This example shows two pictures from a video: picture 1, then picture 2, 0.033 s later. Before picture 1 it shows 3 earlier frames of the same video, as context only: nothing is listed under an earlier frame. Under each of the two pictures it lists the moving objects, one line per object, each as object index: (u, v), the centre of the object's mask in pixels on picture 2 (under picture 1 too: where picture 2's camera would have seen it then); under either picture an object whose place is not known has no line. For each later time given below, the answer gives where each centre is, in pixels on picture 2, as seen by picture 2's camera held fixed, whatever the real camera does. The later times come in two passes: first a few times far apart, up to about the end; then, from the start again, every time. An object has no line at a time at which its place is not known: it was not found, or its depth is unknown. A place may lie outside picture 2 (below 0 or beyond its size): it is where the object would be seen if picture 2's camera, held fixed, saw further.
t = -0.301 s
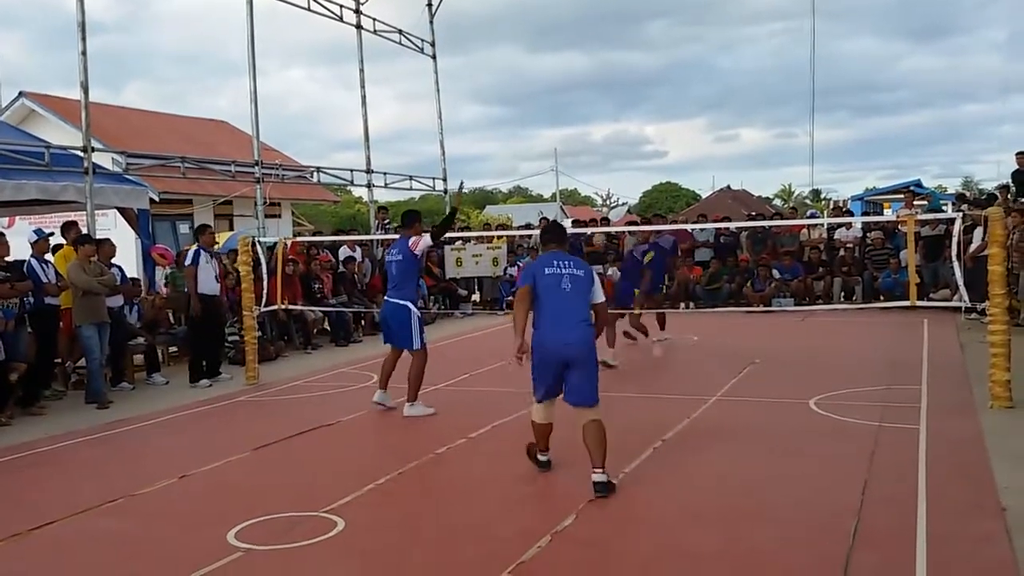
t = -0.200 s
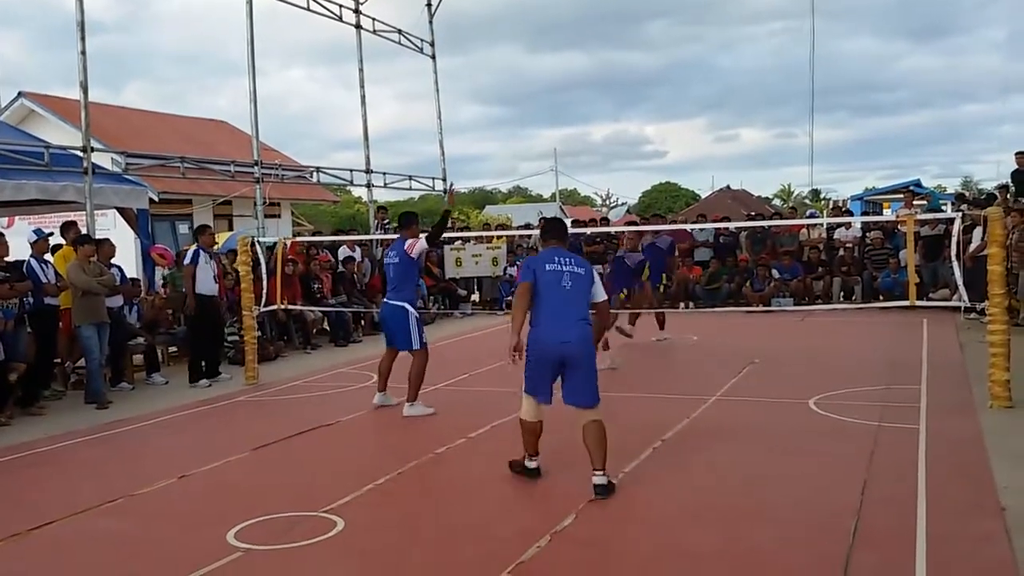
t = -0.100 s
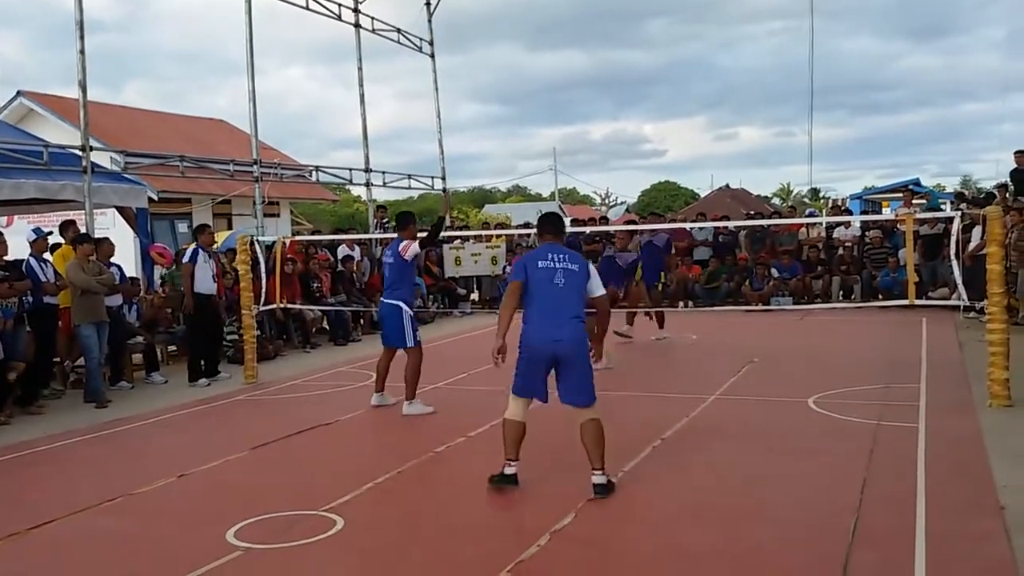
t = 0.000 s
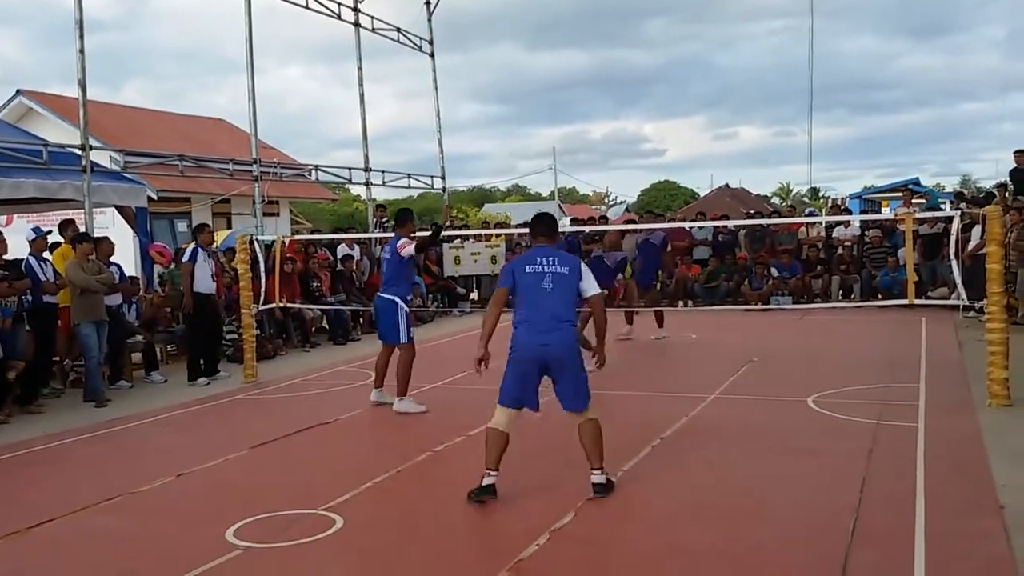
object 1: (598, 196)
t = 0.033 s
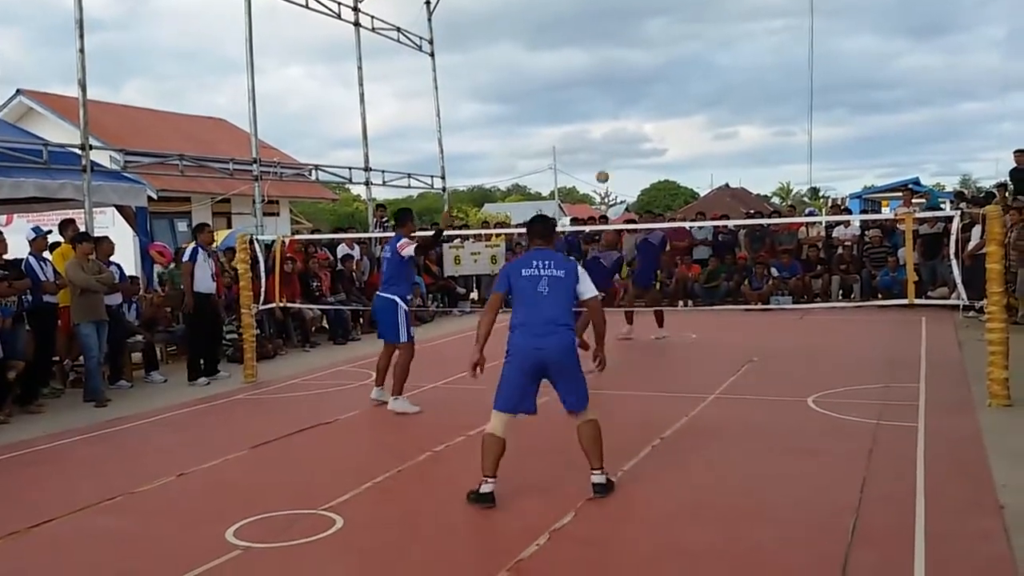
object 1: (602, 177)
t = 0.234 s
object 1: (628, 80)
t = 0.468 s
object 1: (659, 18)
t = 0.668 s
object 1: (683, 8)
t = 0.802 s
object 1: (698, 24)
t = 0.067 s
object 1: (606, 158)
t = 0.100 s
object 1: (610, 140)
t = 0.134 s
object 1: (615, 123)
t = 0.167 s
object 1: (620, 108)
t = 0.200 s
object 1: (624, 94)
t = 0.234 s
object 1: (628, 80)
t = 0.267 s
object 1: (633, 68)
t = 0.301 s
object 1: (637, 57)
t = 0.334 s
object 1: (641, 46)
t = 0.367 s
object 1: (646, 37)
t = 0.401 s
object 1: (650, 30)
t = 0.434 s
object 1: (654, 23)
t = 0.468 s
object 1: (659, 18)
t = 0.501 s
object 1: (663, 13)
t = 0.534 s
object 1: (667, 10)
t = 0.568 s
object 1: (671, 8)
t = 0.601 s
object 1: (675, 8)
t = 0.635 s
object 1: (678, 8)
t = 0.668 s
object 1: (683, 8)
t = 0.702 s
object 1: (687, 11)
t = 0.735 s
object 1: (691, 14)
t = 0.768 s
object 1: (695, 19)
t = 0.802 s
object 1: (698, 24)
